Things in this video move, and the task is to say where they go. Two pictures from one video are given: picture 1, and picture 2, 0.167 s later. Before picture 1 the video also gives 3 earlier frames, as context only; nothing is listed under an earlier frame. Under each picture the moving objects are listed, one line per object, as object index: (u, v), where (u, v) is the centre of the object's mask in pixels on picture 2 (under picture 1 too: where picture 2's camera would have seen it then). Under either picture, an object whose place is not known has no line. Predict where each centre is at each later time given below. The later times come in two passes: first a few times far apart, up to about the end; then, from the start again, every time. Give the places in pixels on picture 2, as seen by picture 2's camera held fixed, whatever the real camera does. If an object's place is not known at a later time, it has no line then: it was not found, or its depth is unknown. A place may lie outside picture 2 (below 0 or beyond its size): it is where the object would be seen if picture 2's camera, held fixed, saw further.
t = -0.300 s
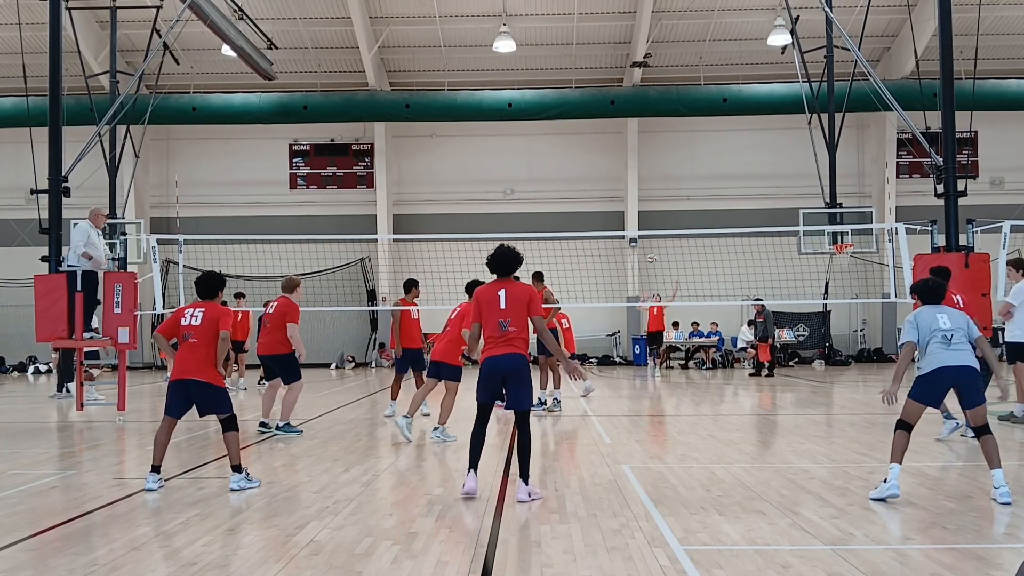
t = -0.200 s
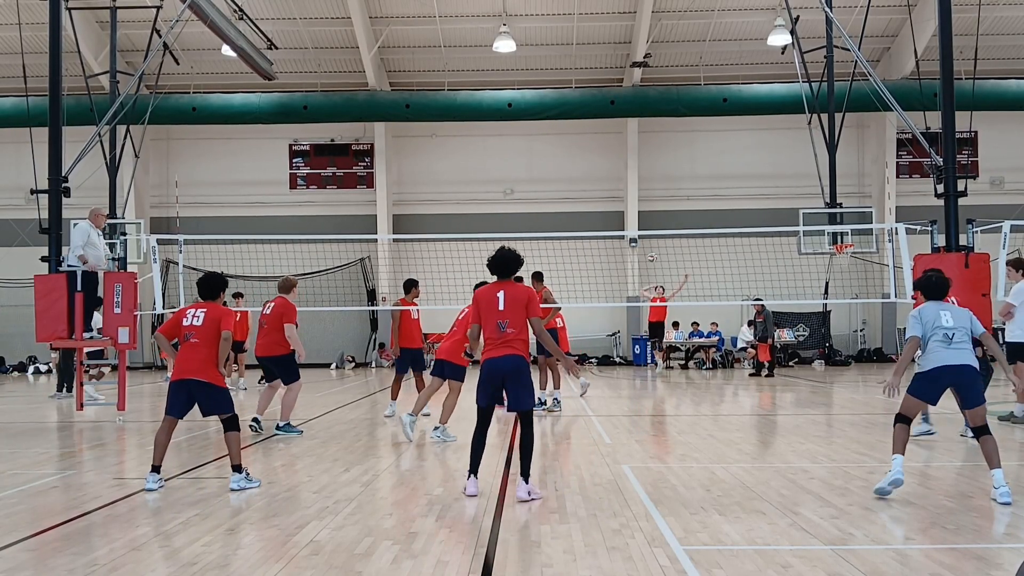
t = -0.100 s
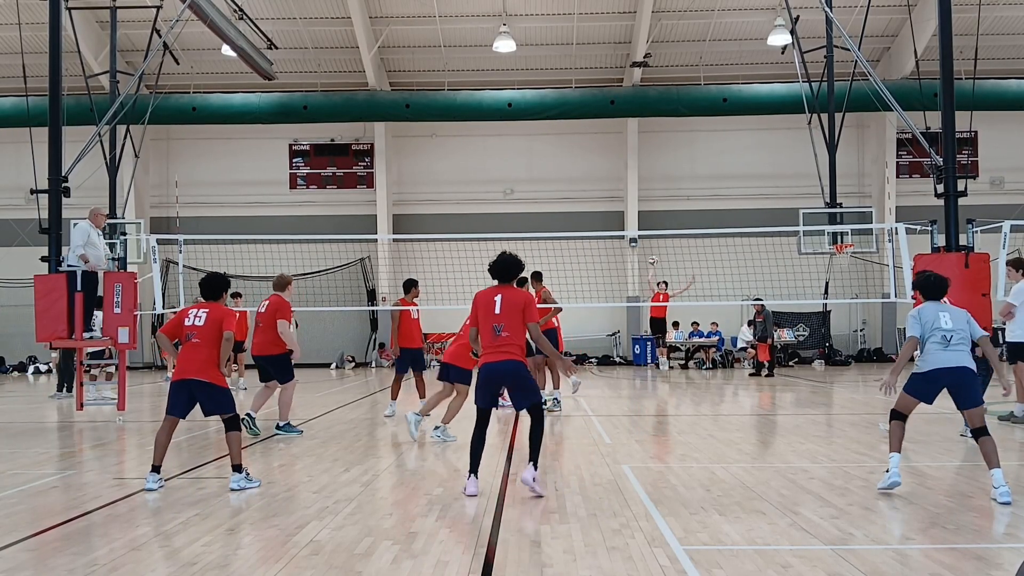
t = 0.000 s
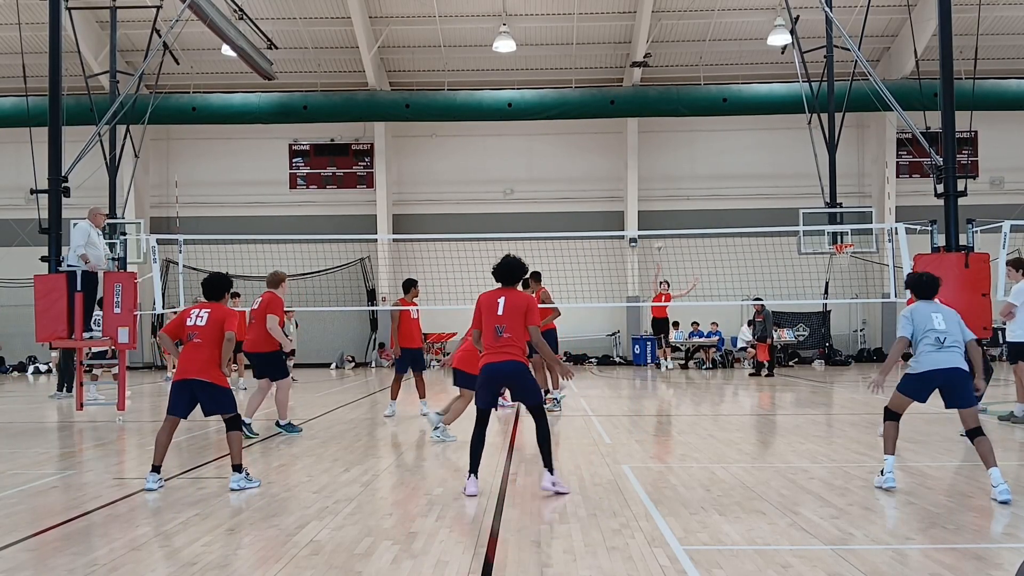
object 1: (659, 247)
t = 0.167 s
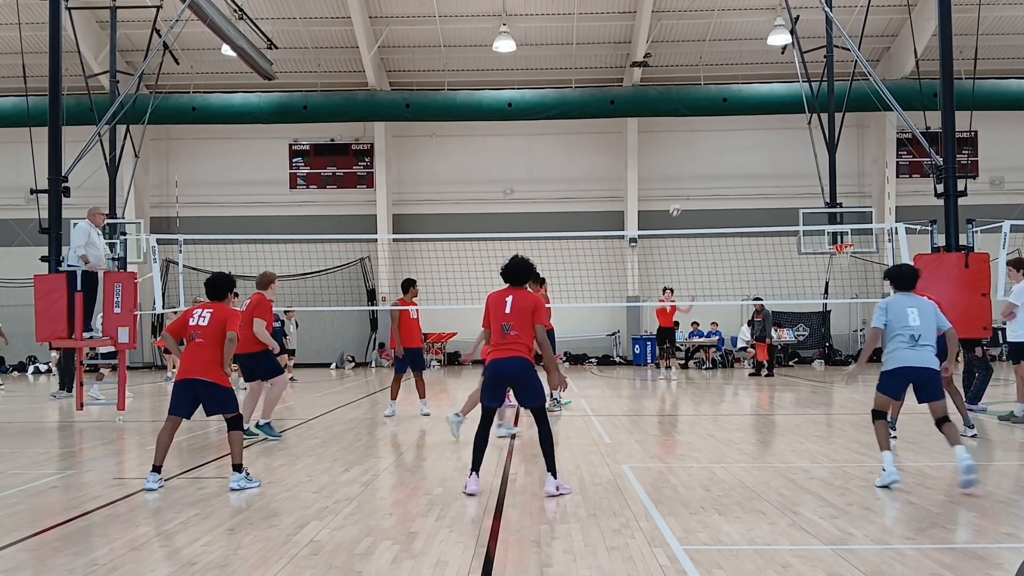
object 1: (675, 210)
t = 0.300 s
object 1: (690, 184)
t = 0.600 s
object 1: (730, 152)
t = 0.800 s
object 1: (764, 156)
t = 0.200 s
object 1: (679, 203)
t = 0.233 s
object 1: (682, 196)
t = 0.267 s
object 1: (686, 190)
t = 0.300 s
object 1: (690, 184)
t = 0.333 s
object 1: (694, 178)
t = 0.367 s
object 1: (698, 173)
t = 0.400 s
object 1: (703, 168)
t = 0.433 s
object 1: (707, 164)
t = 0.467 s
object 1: (711, 161)
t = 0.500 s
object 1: (716, 158)
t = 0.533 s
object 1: (720, 155)
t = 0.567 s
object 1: (725, 153)
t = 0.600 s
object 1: (730, 152)
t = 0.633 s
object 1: (734, 150)
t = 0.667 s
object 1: (740, 150)
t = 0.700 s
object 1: (745, 151)
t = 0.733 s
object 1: (751, 152)
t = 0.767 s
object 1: (757, 154)
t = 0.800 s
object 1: (764, 156)
